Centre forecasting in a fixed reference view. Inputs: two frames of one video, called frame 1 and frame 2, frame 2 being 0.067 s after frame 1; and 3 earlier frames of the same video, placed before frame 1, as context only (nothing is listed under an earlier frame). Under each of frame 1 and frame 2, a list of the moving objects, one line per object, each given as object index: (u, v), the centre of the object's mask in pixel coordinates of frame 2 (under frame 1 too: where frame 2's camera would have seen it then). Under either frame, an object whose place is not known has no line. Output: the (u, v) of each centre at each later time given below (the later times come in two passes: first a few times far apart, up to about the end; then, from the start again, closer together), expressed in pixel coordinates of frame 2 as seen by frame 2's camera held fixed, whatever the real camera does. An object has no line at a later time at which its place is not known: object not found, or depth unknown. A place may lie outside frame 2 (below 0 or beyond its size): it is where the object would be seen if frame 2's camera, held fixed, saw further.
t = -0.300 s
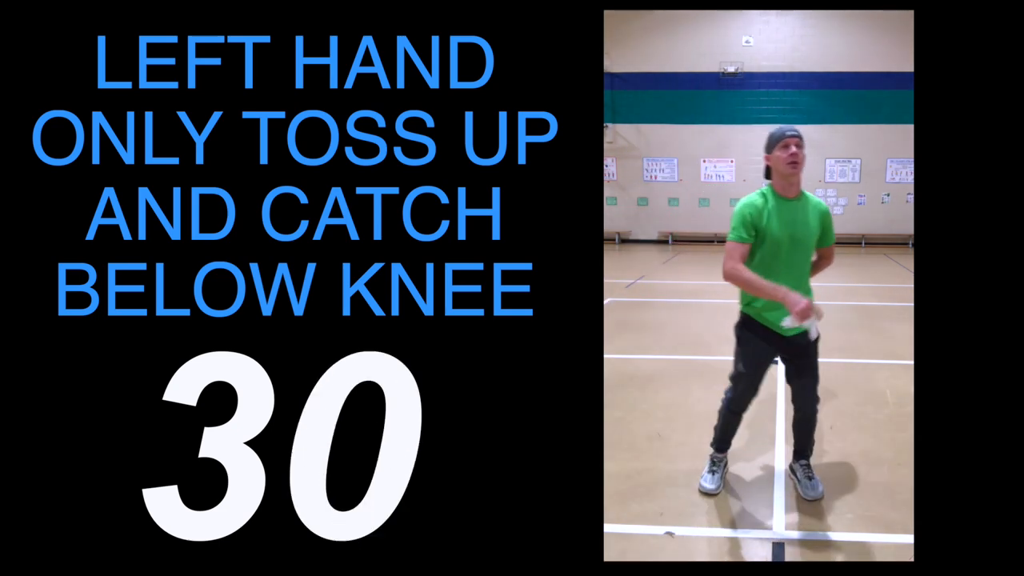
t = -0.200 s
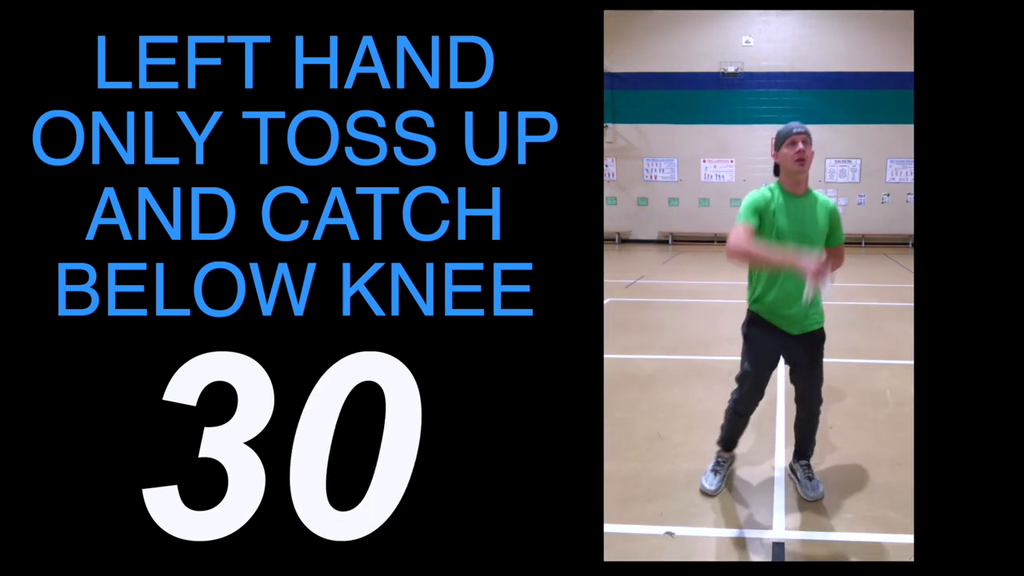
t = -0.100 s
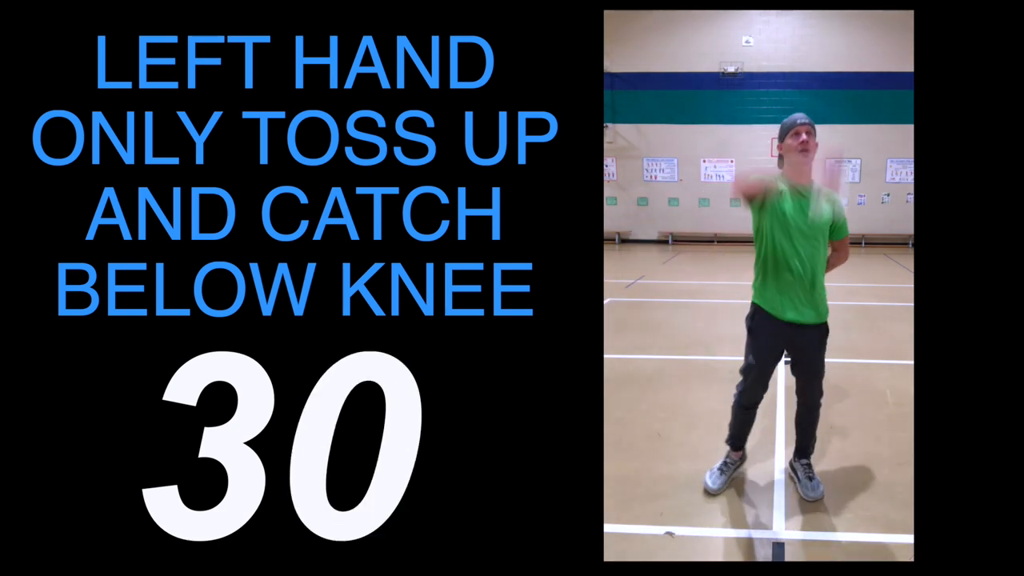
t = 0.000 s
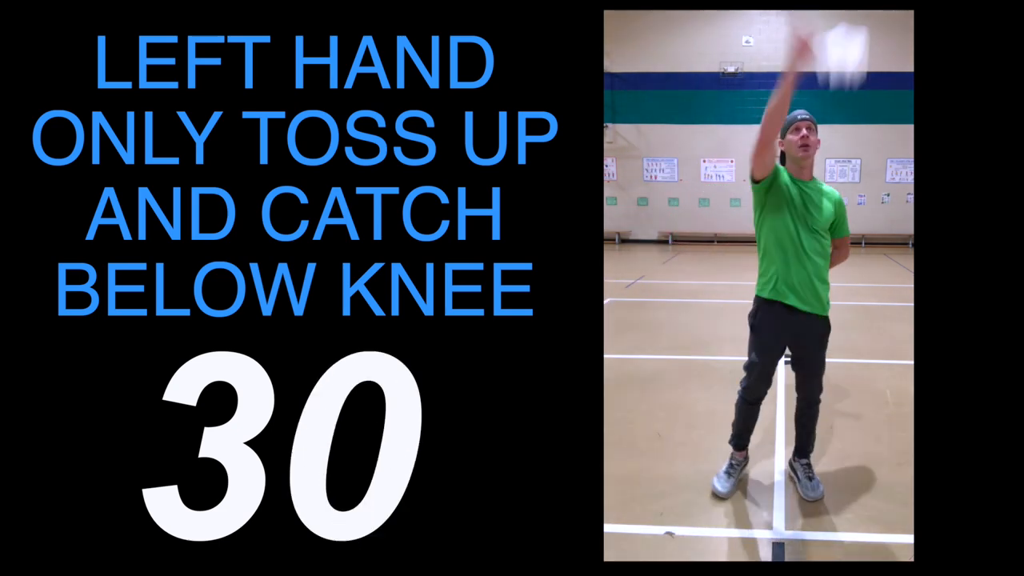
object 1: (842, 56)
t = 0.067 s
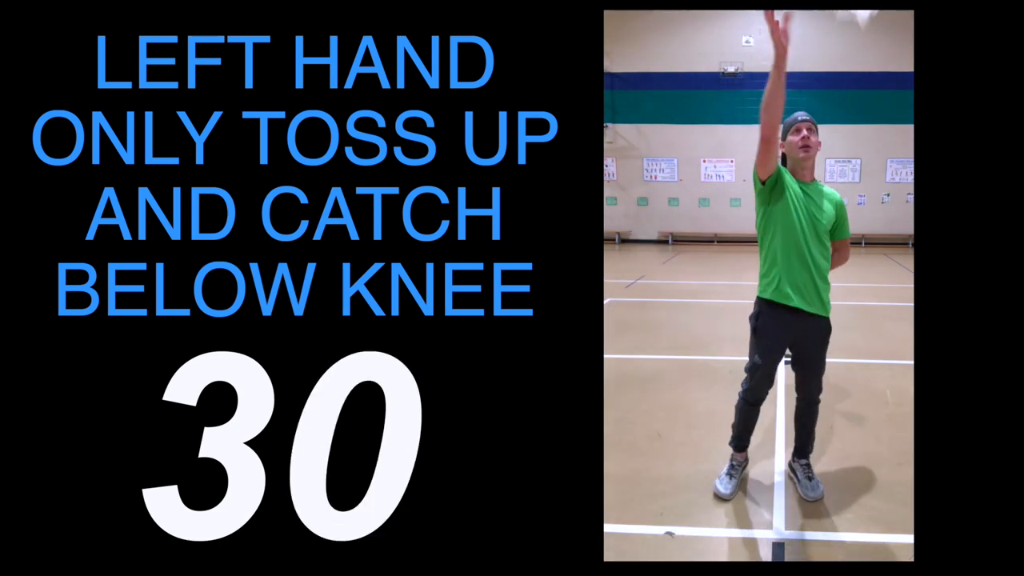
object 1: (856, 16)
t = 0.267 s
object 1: (842, 46)
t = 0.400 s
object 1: (814, 89)
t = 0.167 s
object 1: (858, 22)
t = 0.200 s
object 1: (852, 29)
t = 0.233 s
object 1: (848, 35)
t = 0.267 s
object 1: (842, 46)
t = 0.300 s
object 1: (834, 59)
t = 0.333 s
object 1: (826, 71)
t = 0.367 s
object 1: (820, 80)
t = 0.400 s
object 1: (814, 89)
